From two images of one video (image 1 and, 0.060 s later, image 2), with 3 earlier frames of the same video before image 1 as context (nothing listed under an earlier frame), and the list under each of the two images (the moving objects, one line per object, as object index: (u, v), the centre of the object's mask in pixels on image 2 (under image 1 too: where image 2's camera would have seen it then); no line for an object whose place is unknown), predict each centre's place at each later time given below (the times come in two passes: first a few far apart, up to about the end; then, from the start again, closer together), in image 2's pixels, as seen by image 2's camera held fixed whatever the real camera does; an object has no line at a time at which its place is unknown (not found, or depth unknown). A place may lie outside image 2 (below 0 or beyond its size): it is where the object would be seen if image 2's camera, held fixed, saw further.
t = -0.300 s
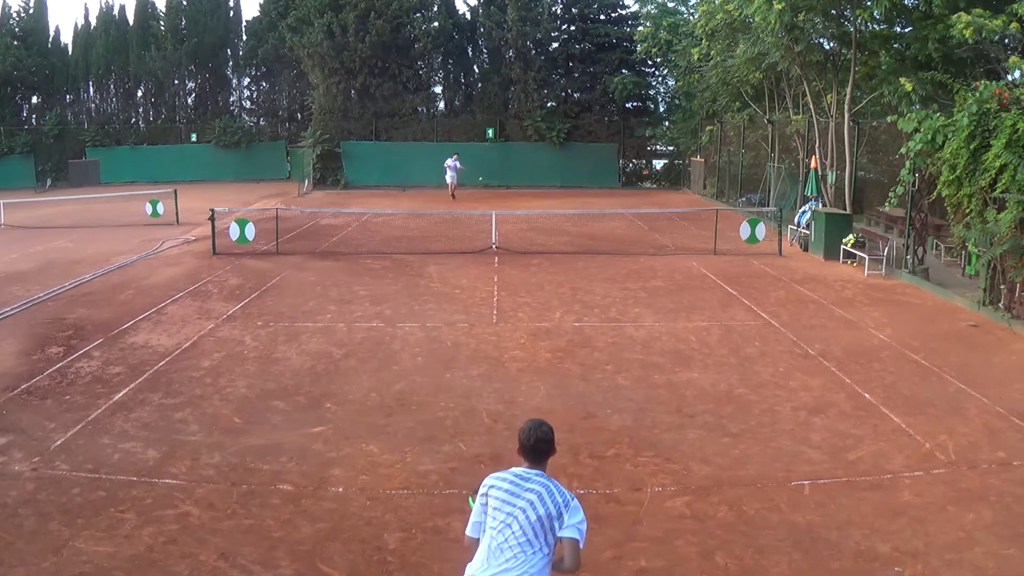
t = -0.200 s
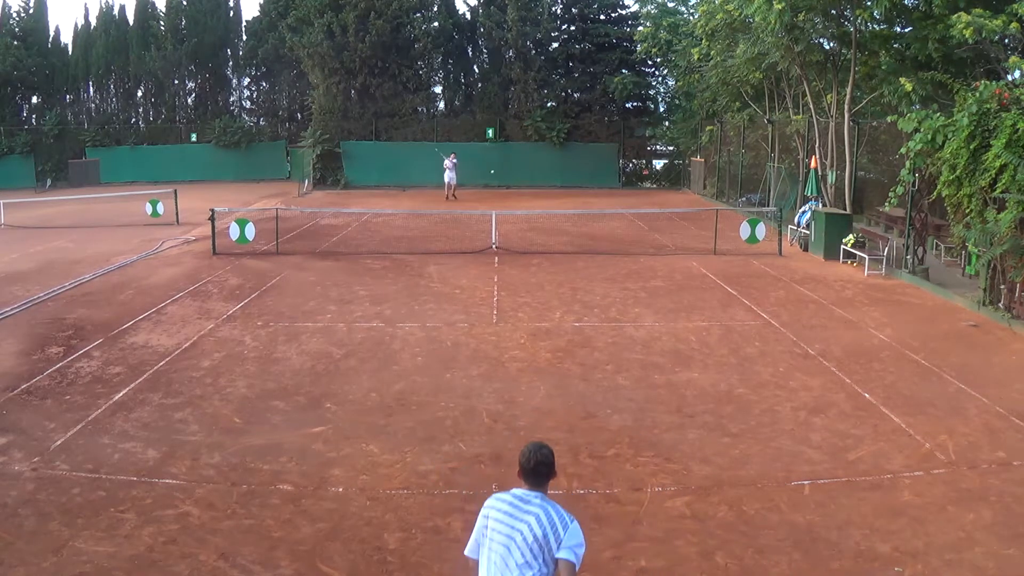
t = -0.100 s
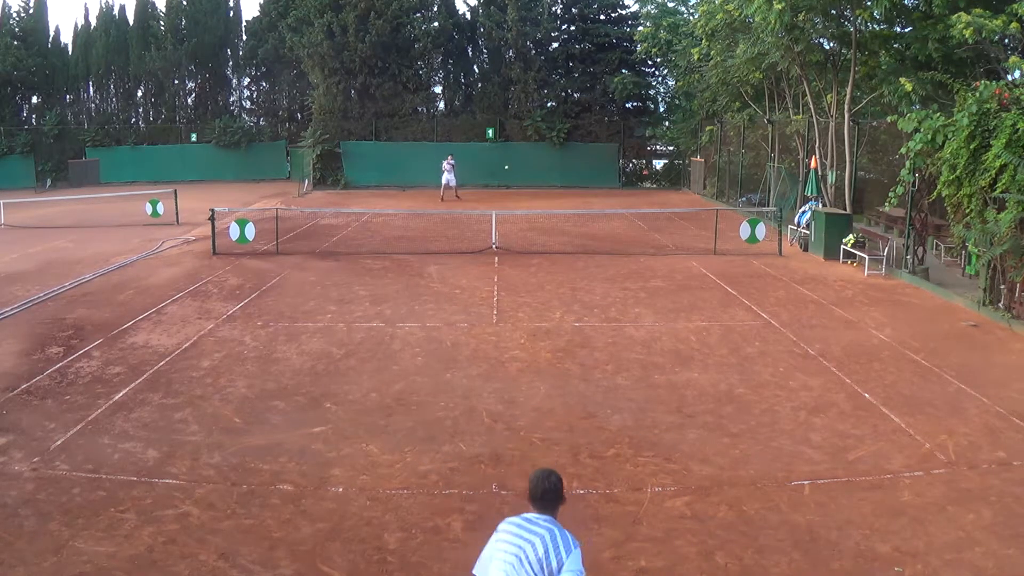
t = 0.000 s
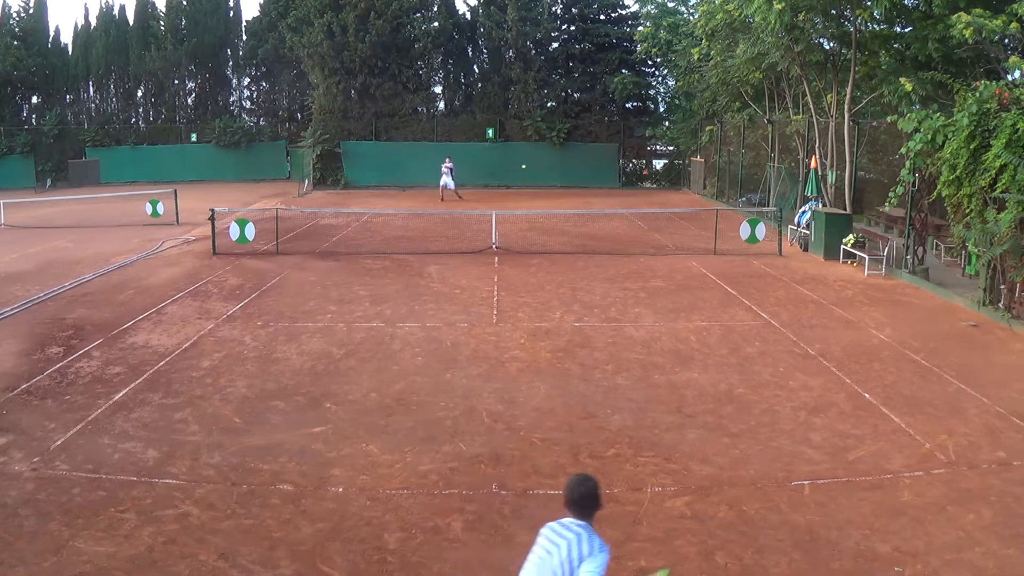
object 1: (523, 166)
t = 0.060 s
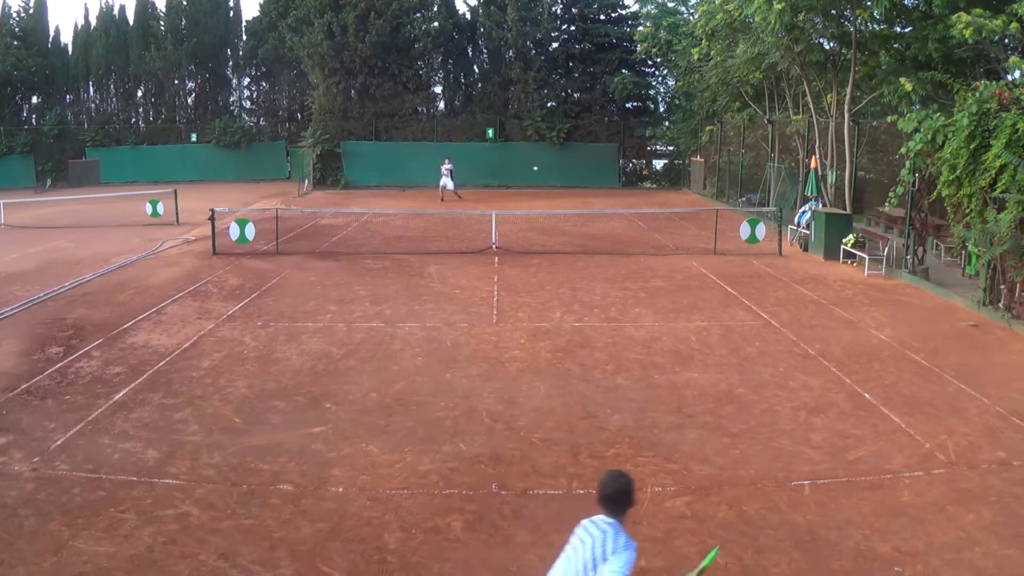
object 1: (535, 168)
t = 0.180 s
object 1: (563, 179)
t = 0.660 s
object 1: (805, 429)
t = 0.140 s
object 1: (553, 174)
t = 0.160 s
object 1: (558, 176)
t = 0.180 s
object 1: (563, 179)
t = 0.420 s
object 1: (648, 243)
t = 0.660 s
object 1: (805, 429)
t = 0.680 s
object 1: (817, 427)
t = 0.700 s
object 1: (830, 426)
